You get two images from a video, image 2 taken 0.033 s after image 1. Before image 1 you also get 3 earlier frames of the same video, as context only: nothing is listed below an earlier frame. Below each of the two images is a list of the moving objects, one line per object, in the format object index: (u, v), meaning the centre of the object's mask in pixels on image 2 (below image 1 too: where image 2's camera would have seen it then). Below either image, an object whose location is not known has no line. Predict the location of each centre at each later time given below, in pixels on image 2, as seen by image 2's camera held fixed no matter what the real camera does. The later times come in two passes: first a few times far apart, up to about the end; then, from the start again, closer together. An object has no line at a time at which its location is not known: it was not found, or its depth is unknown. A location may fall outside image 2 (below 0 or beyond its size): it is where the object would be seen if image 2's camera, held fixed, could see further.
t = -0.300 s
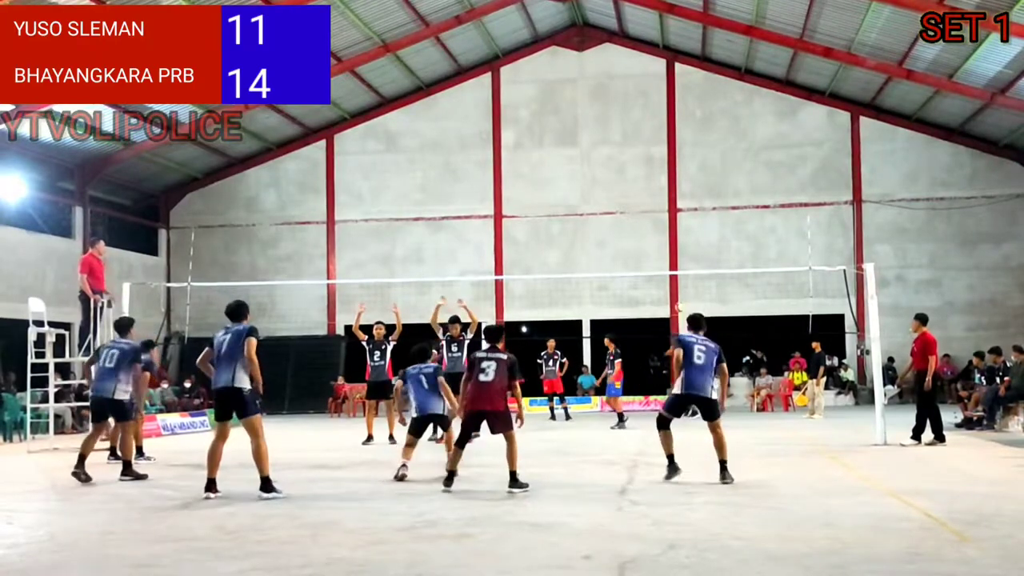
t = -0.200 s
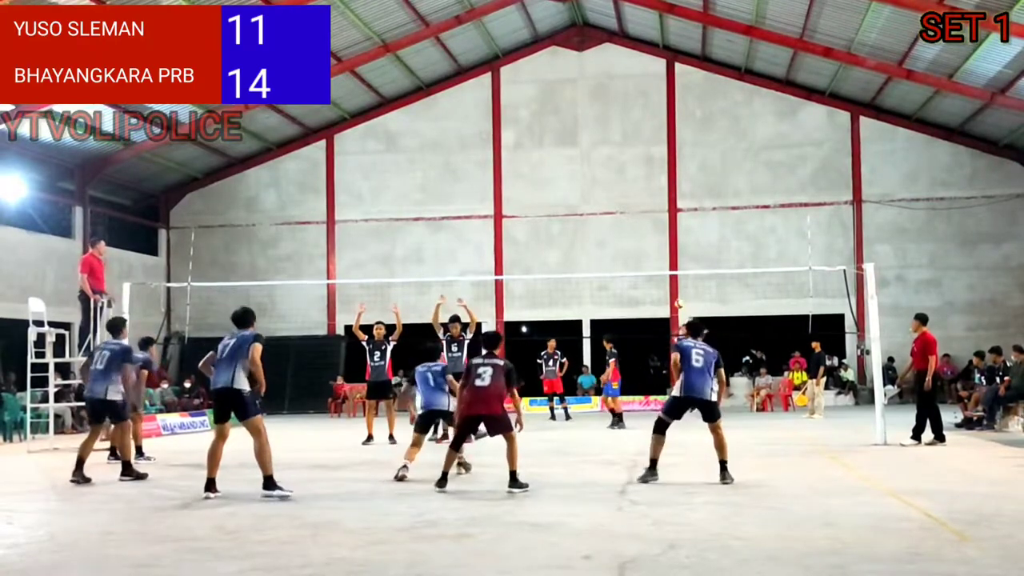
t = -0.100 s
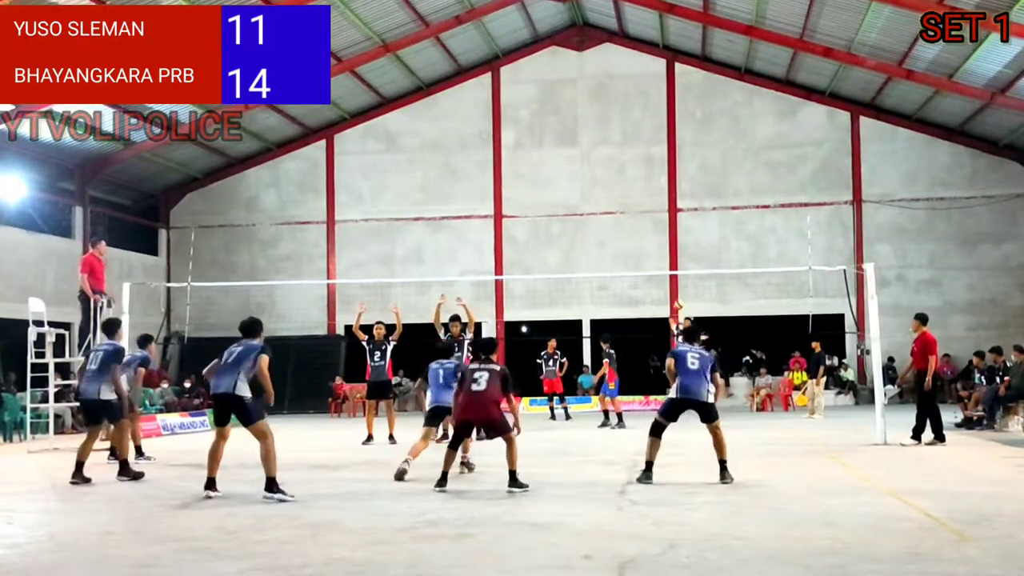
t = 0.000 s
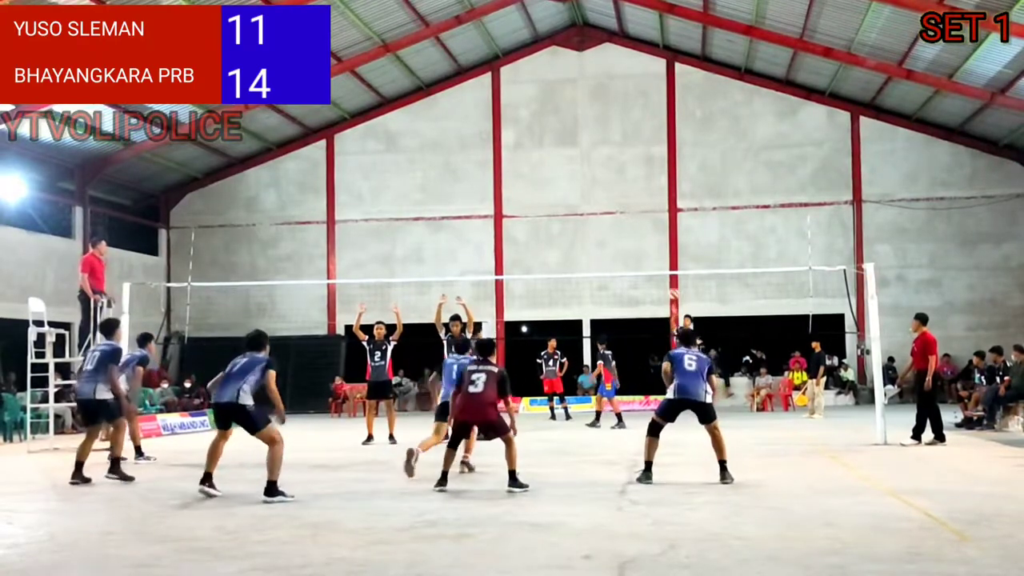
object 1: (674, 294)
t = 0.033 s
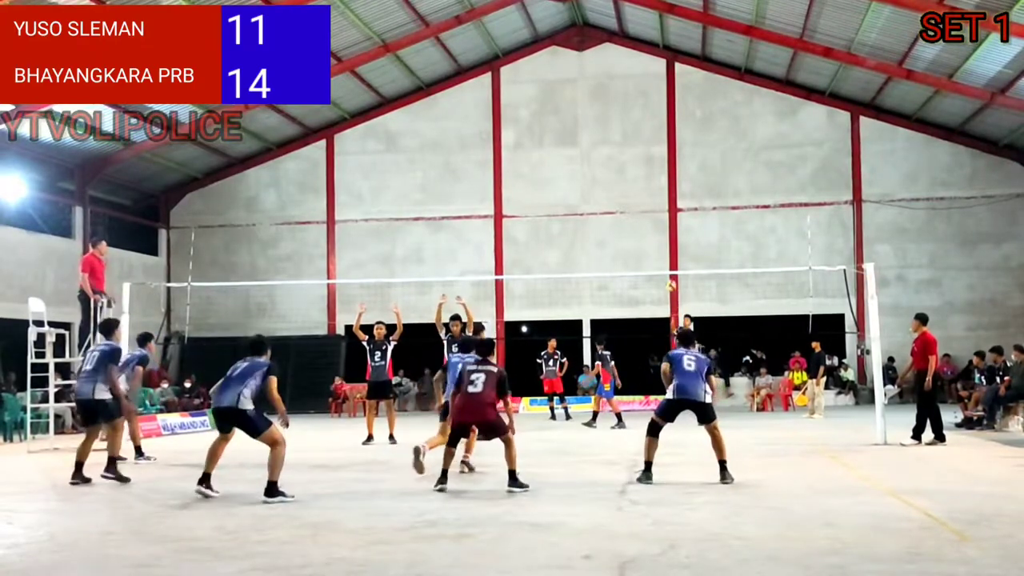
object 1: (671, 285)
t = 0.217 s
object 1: (653, 243)
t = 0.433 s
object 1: (629, 209)
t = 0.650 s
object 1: (596, 194)
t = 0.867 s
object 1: (550, 216)
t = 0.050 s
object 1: (670, 282)
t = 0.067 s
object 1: (669, 278)
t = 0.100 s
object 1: (664, 268)
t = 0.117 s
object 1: (663, 265)
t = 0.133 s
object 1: (661, 262)
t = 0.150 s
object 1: (659, 258)
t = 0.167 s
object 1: (658, 254)
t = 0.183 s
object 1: (658, 251)
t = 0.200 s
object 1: (654, 247)
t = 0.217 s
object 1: (653, 243)
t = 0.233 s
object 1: (652, 240)
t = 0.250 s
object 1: (650, 237)
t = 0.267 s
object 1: (648, 233)
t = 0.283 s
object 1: (647, 231)
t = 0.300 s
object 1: (645, 228)
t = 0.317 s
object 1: (643, 224)
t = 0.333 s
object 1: (641, 222)
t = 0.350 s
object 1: (639, 219)
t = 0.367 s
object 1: (637, 216)
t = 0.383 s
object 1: (636, 214)
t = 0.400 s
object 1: (633, 212)
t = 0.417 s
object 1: (631, 210)
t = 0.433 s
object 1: (629, 209)
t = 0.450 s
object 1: (625, 207)
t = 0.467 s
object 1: (624, 205)
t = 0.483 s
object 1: (622, 203)
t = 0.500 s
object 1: (620, 201)
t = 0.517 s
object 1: (618, 200)
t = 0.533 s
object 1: (616, 199)
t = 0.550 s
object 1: (614, 197)
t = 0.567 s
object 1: (601, 194)
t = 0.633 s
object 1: (600, 194)
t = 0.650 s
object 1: (596, 194)
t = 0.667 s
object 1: (591, 194)
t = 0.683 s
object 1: (589, 194)
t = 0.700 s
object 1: (586, 195)
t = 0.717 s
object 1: (582, 196)
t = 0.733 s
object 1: (580, 197)
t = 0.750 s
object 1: (577, 198)
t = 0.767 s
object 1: (572, 201)
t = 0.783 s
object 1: (570, 203)
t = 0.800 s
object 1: (565, 204)
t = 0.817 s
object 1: (562, 207)
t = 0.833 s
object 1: (560, 209)
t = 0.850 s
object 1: (555, 213)
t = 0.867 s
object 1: (550, 216)
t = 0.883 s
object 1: (546, 219)
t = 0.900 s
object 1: (543, 223)
